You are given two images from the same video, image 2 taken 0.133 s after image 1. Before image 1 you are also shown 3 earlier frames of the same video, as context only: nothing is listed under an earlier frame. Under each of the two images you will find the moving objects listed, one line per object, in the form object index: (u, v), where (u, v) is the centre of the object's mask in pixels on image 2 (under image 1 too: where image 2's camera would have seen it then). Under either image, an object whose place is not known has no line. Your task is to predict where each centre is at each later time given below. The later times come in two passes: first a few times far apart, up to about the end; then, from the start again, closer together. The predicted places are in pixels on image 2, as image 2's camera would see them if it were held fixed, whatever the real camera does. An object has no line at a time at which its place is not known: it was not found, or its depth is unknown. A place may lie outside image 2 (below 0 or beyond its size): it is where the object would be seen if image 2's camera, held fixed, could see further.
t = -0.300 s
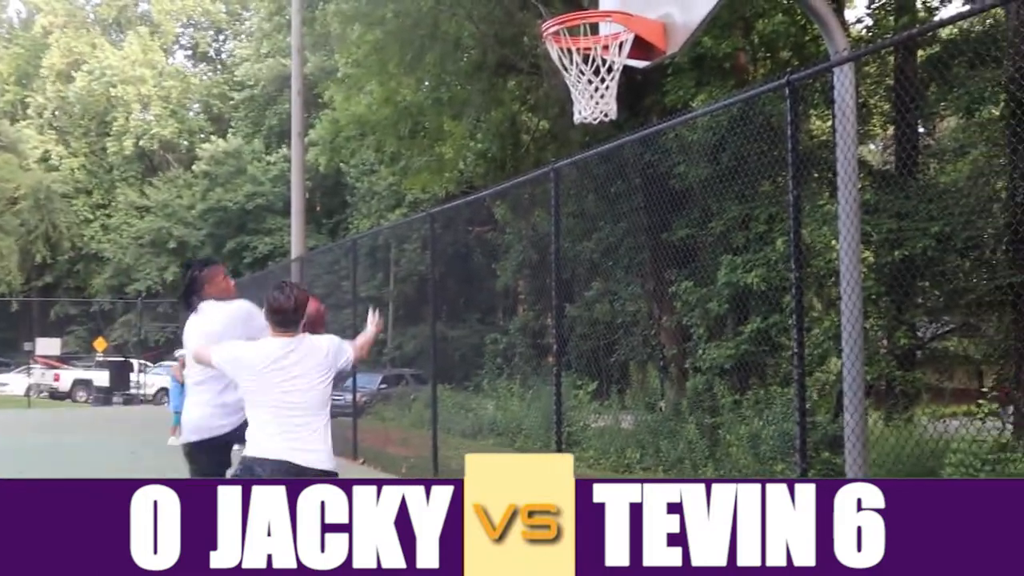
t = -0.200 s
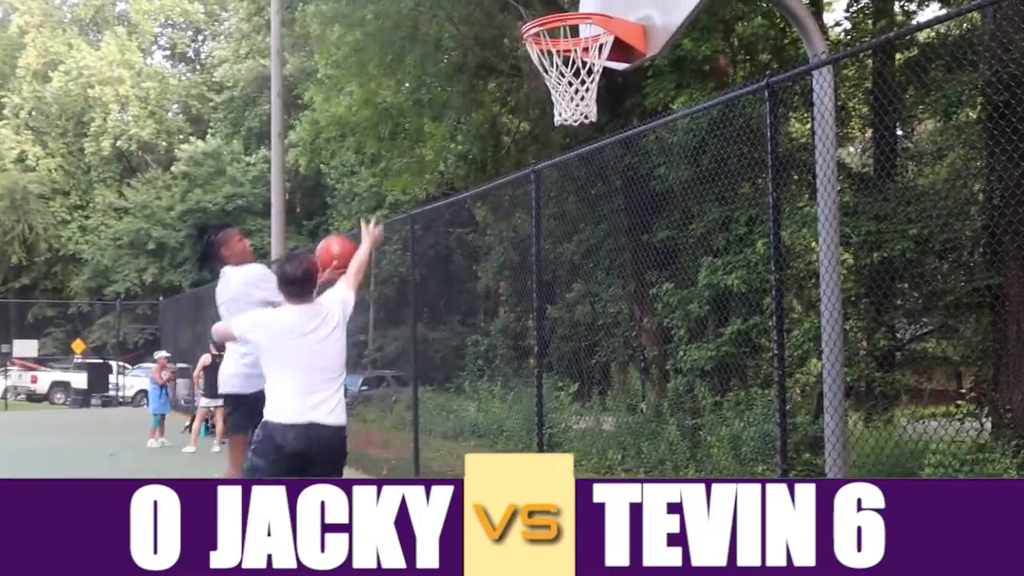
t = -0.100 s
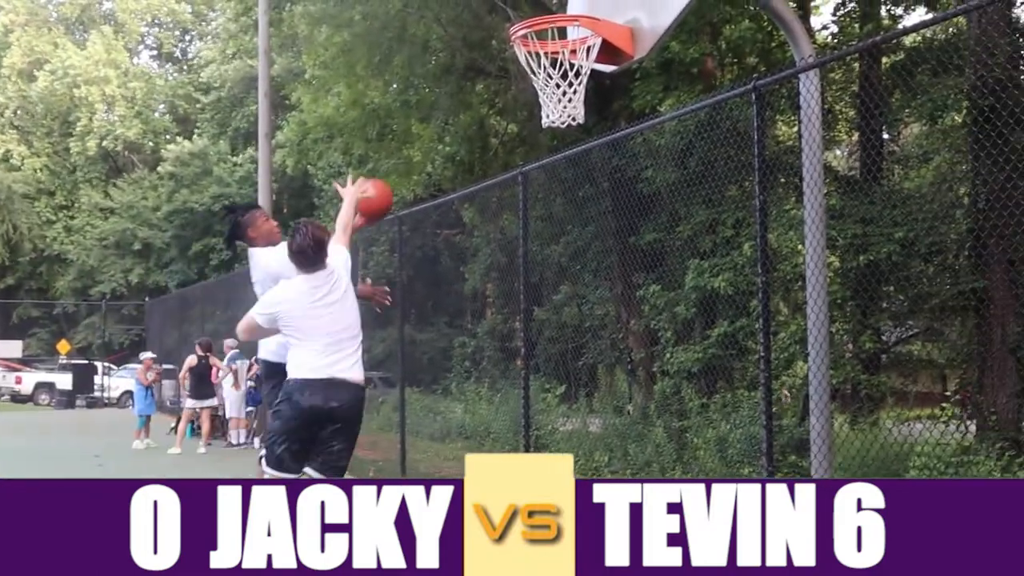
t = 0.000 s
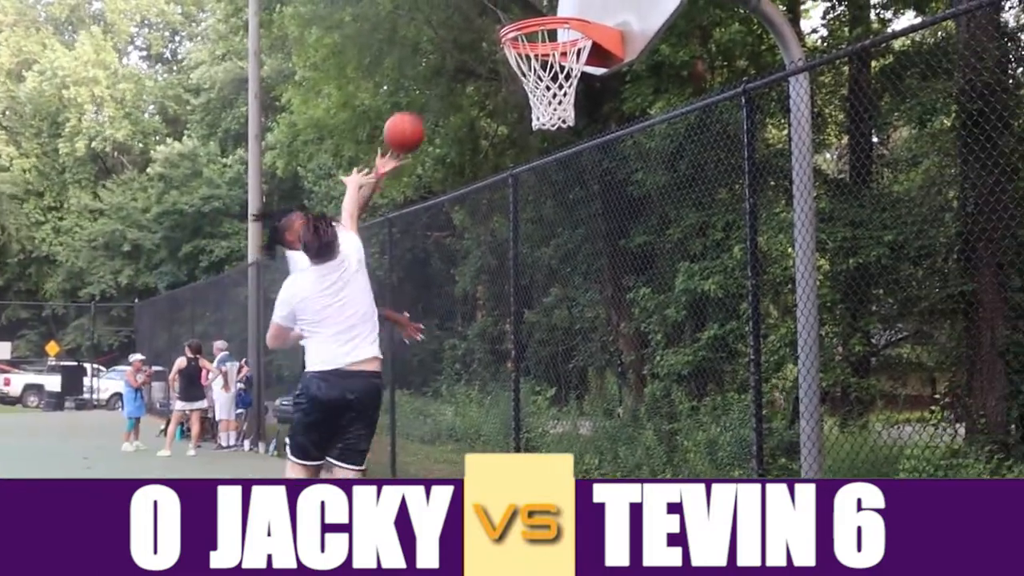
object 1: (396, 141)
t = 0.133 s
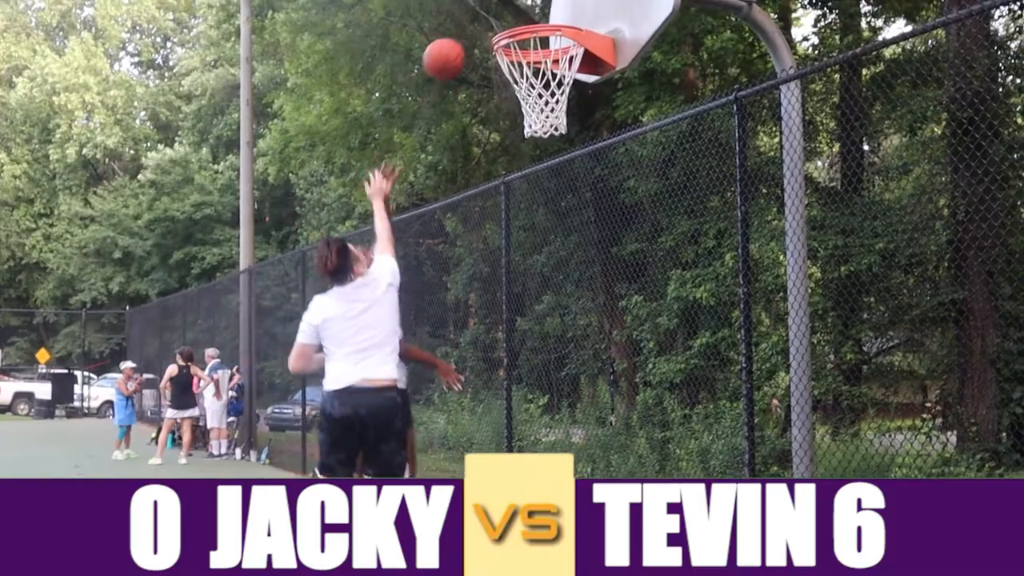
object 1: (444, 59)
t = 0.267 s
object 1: (494, 6)
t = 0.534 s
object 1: (525, -22)
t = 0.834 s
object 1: (480, -10)
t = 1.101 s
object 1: (449, -7)
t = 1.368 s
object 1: (413, 150)
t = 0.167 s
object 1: (456, 43)
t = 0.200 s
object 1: (468, 29)
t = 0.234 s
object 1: (481, 17)
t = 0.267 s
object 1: (494, 6)
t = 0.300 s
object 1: (506, -4)
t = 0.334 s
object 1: (518, -10)
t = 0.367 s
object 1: (532, -15)
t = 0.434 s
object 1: (539, -21)
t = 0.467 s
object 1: (535, -22)
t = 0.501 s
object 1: (531, -23)
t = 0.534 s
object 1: (525, -22)
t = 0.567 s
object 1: (520, -20)
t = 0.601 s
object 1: (513, -17)
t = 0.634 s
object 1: (507, -10)
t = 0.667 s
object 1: (502, 0)
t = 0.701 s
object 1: (496, 11)
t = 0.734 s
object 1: (490, 19)
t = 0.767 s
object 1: (488, 8)
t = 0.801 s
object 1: (484, -3)
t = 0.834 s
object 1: (480, -10)
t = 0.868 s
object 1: (476, -17)
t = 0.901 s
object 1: (473, -22)
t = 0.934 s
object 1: (470, -25)
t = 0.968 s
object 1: (466, -26)
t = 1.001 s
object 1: (461, -25)
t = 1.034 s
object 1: (457, -21)
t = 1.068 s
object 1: (453, -15)
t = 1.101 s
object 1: (449, -7)
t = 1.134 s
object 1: (445, 3)
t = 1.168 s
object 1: (441, 16)
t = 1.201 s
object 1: (436, 32)
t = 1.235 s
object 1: (431, 50)
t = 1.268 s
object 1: (426, 71)
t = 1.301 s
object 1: (422, 94)
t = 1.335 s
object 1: (417, 121)
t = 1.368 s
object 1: (413, 150)
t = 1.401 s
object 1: (408, 184)
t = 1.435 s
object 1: (405, 222)
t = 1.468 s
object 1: (402, 264)
